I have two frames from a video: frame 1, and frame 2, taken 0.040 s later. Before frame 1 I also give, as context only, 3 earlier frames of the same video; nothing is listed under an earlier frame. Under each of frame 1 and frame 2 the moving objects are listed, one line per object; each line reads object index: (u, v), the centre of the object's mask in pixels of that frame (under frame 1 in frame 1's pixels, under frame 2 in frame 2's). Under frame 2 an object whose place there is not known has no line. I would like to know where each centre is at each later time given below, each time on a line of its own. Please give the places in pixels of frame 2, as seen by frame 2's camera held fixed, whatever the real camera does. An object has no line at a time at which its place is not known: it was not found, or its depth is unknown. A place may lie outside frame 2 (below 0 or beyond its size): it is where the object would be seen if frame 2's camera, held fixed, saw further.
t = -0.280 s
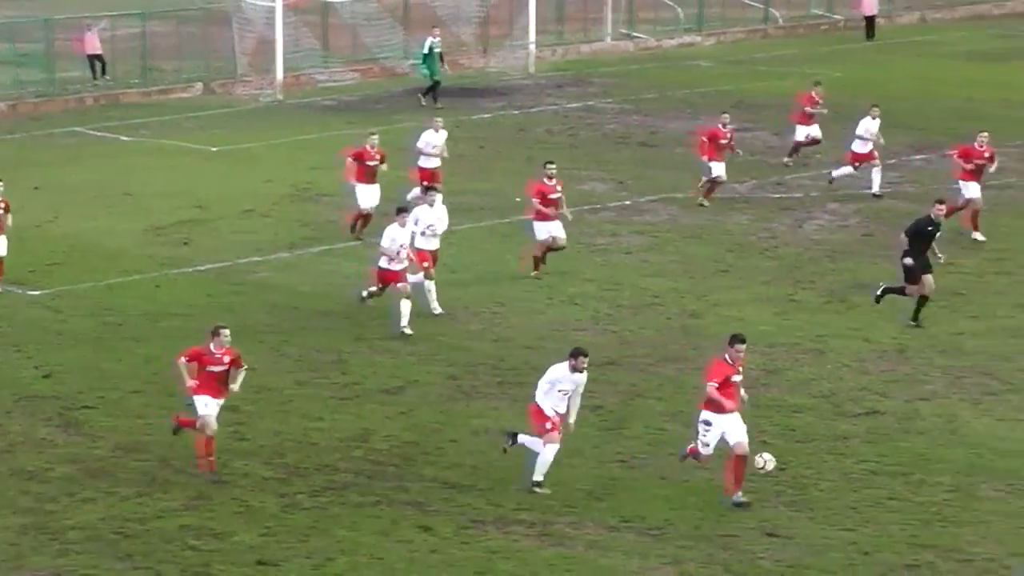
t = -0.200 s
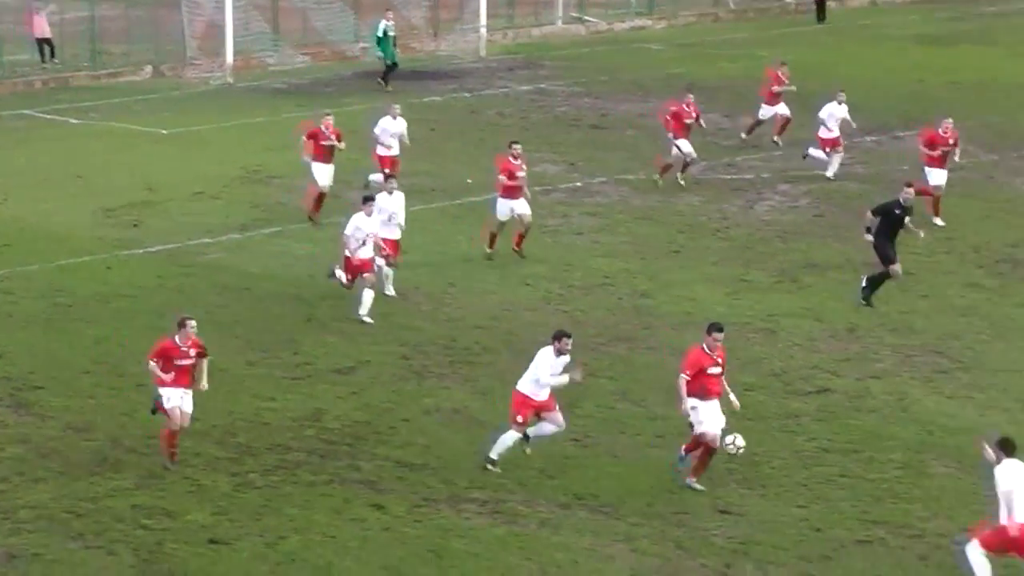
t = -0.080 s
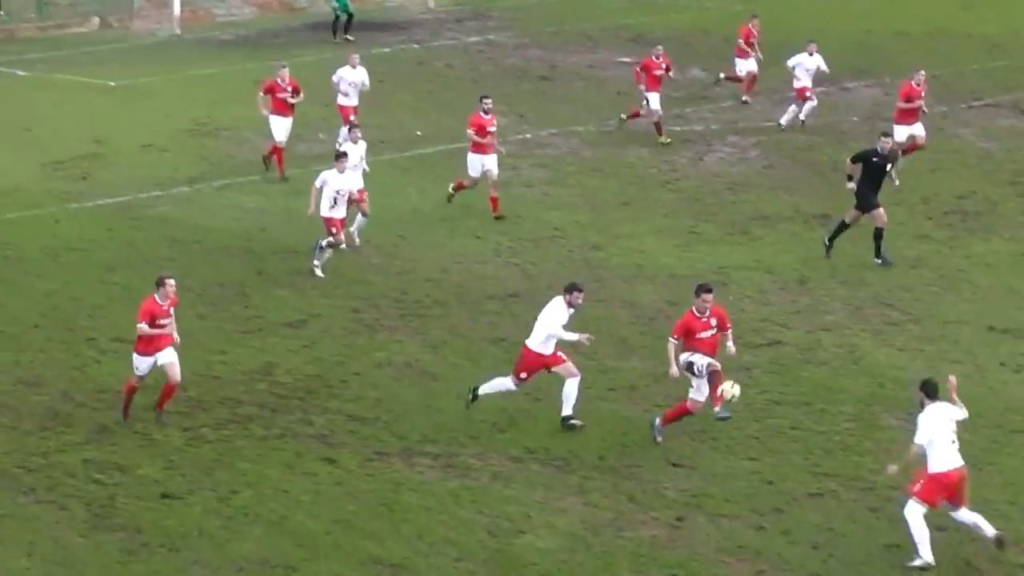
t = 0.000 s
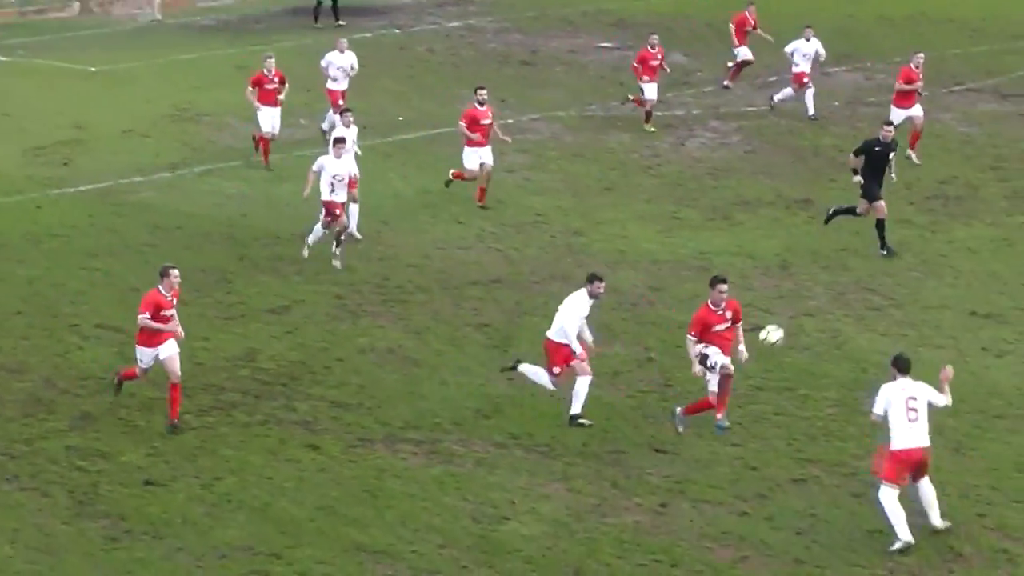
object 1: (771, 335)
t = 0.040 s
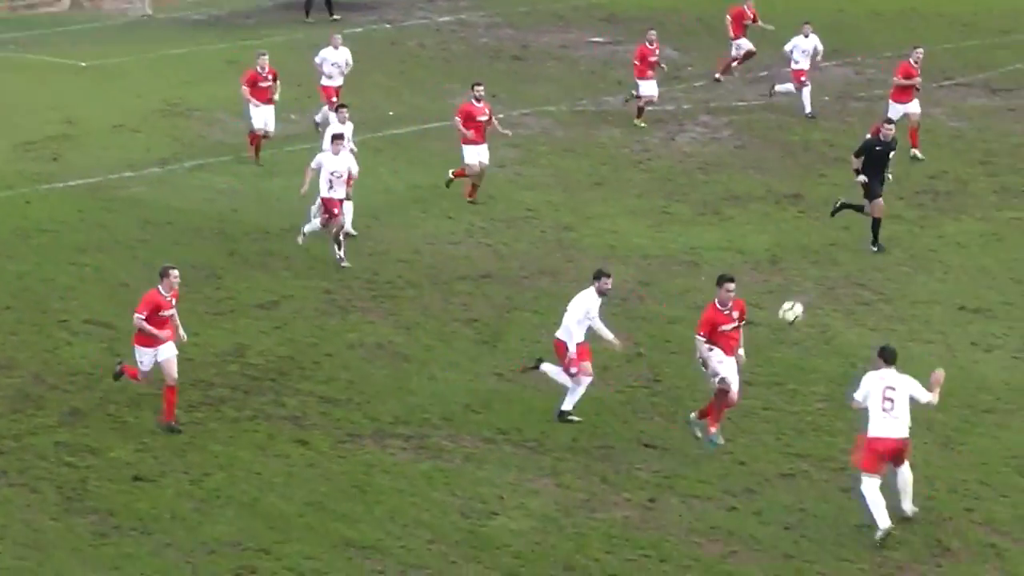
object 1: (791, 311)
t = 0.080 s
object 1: (824, 293)
